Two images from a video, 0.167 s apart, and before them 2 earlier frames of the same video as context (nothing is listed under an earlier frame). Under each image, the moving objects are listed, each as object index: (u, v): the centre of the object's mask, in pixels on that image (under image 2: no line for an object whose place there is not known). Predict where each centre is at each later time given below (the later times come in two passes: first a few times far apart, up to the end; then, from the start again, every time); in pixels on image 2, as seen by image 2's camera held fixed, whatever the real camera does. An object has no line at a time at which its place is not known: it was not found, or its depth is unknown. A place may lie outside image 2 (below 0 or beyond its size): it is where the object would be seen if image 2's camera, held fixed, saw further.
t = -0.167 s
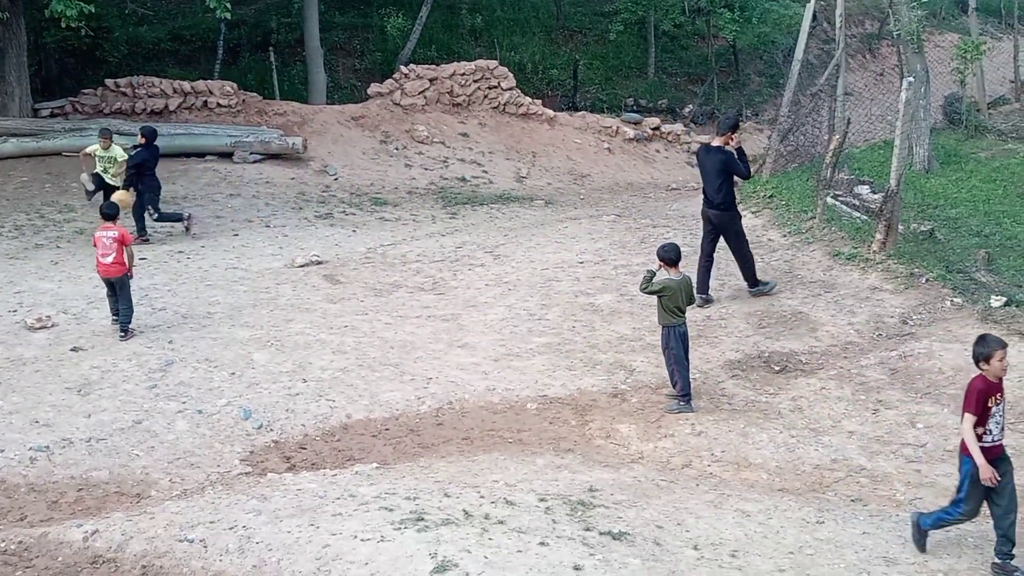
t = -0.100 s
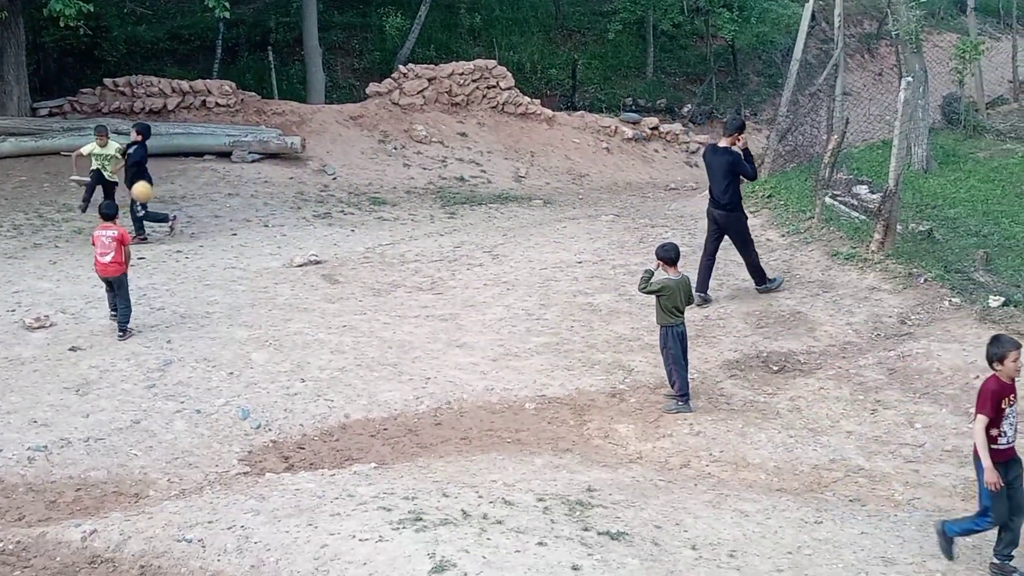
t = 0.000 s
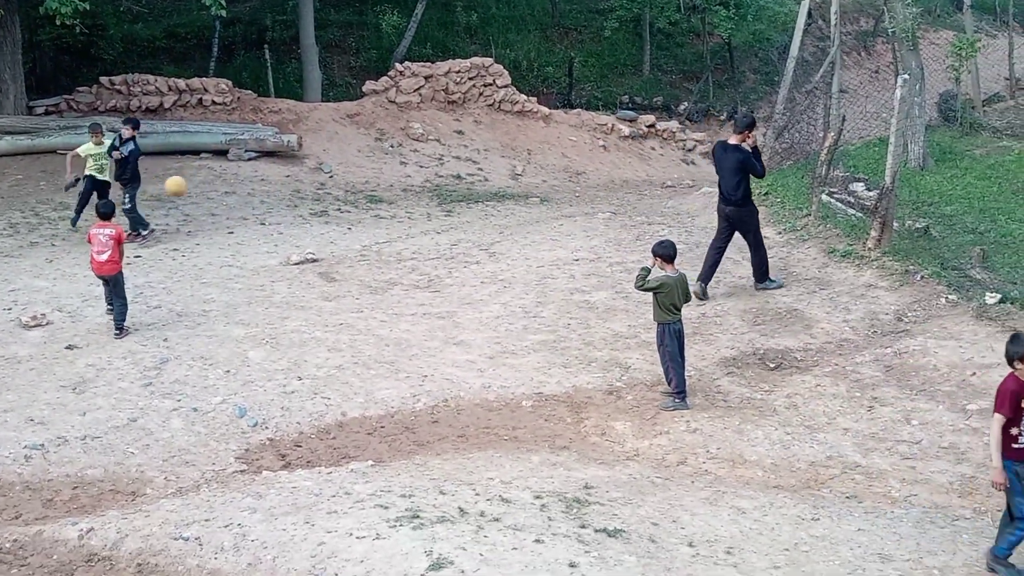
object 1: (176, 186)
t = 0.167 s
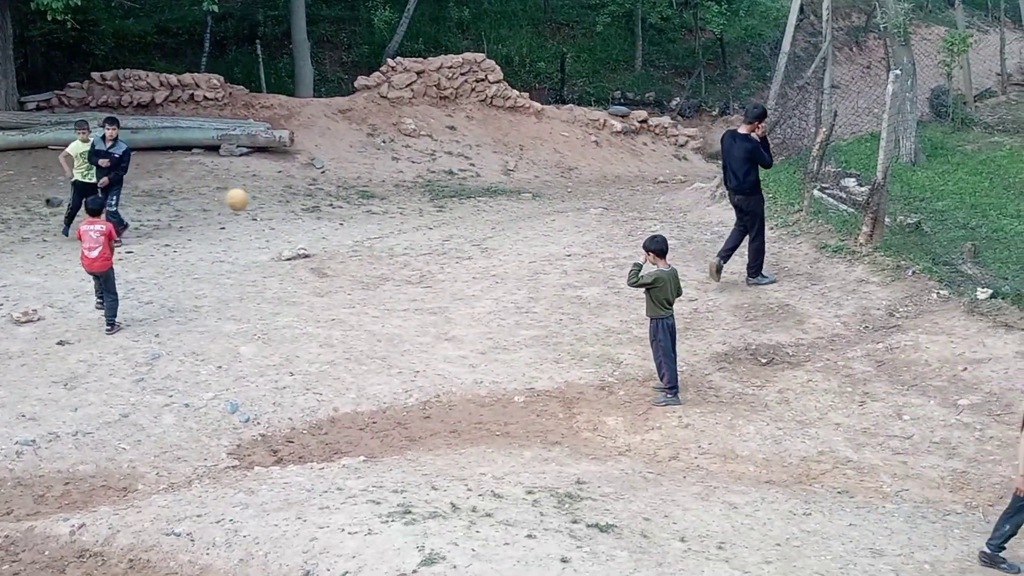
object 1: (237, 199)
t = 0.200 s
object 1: (252, 206)
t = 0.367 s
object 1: (331, 264)
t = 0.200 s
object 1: (252, 206)
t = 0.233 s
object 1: (267, 215)
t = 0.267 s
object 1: (281, 225)
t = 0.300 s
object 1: (298, 237)
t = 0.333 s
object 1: (314, 249)
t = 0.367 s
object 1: (331, 264)
